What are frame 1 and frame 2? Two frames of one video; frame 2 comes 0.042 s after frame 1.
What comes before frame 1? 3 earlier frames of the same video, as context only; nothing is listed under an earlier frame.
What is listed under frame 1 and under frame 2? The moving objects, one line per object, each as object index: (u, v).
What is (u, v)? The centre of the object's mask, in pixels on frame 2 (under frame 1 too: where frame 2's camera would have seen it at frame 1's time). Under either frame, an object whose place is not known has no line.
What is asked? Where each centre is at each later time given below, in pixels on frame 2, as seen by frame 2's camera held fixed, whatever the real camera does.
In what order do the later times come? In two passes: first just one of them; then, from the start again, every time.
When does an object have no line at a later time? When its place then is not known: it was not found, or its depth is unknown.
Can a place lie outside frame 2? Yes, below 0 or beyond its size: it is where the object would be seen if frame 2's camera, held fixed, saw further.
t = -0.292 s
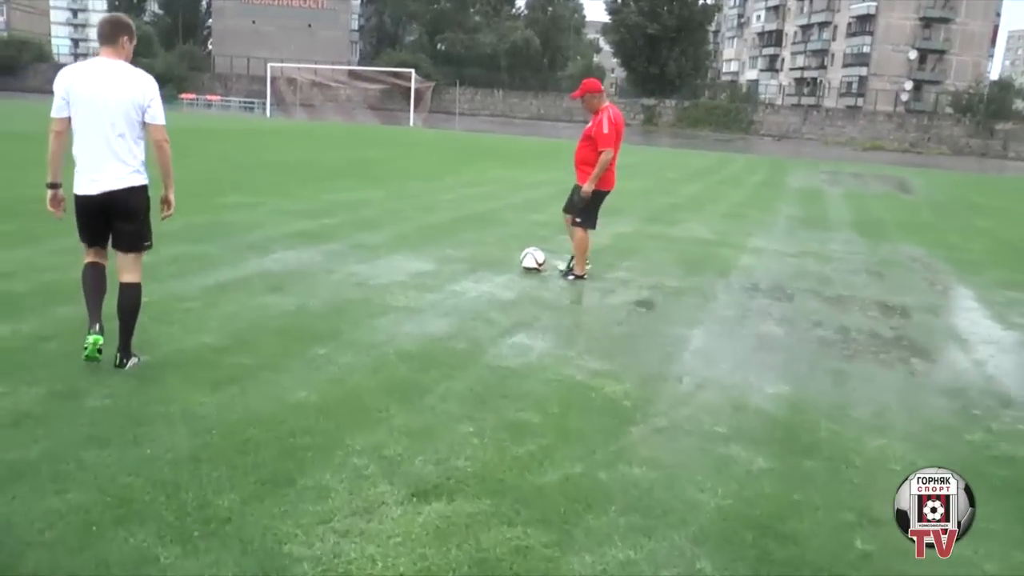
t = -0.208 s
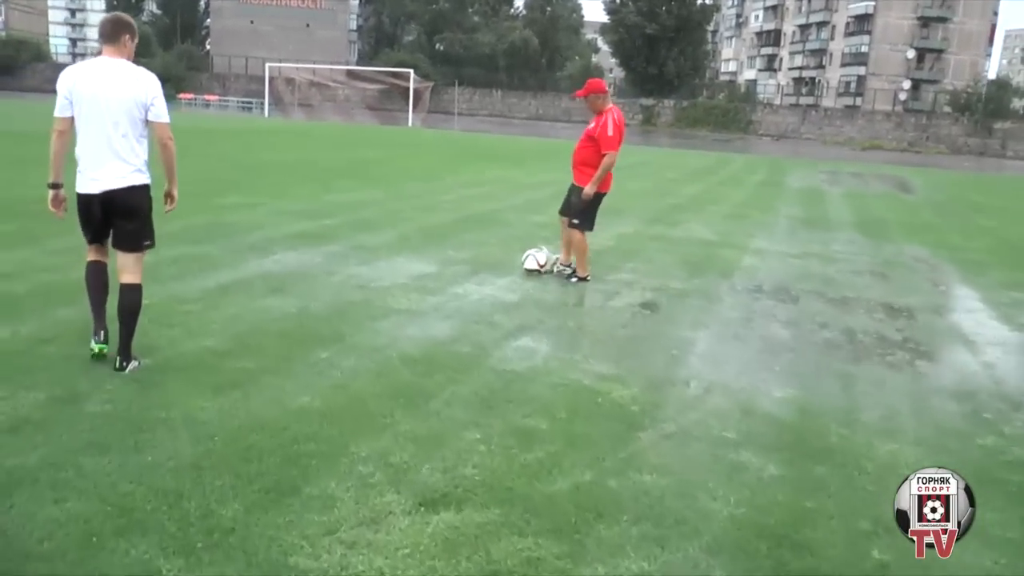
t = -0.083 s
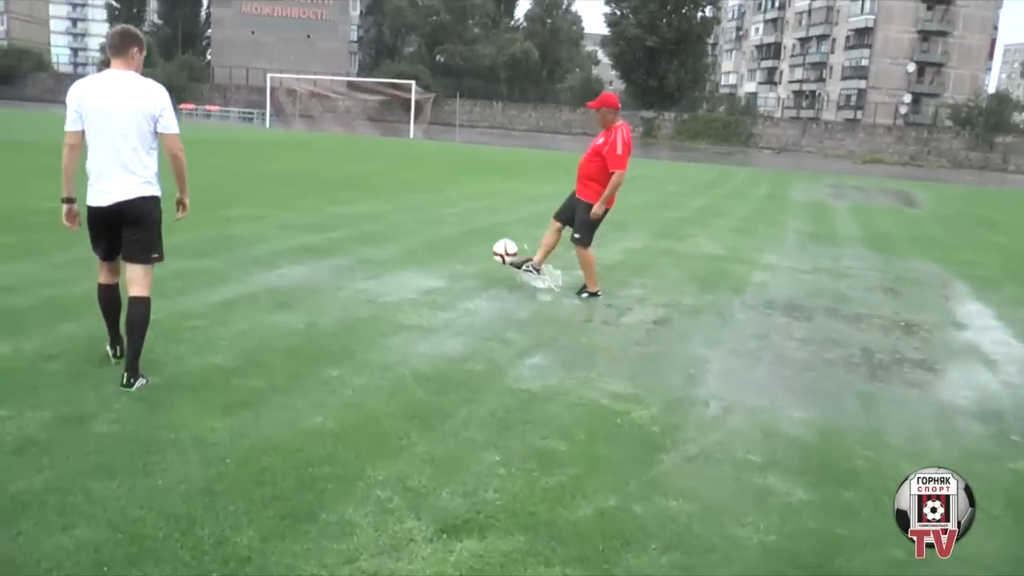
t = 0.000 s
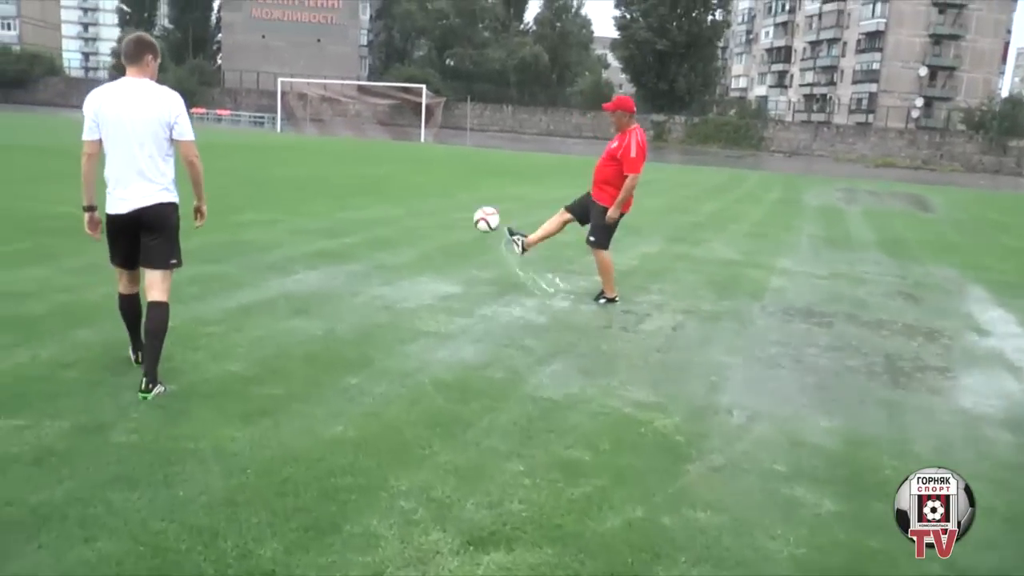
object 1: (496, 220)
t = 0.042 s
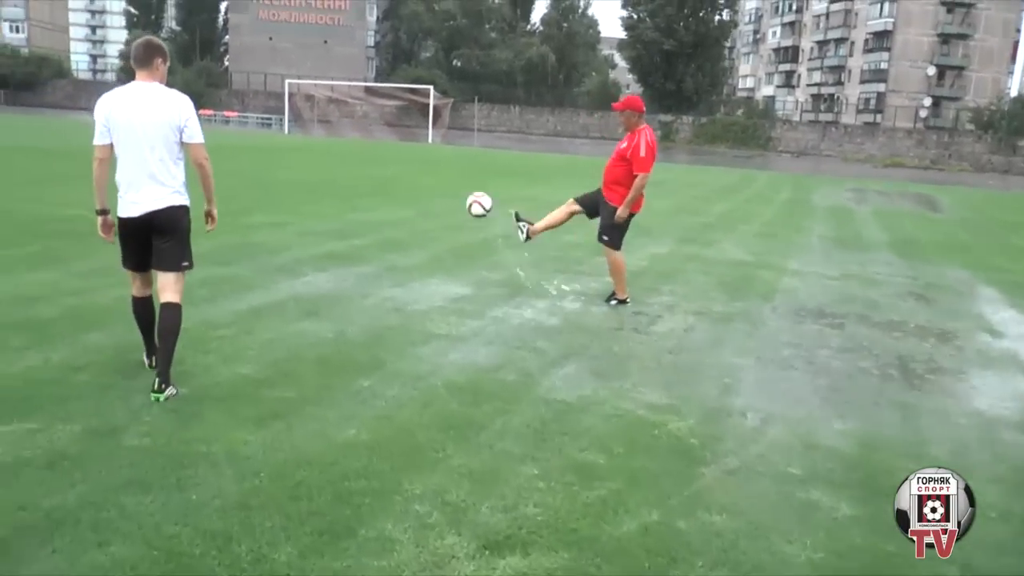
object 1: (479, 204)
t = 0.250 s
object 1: (403, 153)
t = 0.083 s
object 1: (463, 190)
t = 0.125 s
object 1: (447, 178)
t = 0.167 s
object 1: (431, 168)
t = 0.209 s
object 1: (417, 160)
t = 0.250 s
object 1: (403, 153)
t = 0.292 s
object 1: (388, 148)
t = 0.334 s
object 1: (373, 145)
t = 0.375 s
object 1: (351, 144)
